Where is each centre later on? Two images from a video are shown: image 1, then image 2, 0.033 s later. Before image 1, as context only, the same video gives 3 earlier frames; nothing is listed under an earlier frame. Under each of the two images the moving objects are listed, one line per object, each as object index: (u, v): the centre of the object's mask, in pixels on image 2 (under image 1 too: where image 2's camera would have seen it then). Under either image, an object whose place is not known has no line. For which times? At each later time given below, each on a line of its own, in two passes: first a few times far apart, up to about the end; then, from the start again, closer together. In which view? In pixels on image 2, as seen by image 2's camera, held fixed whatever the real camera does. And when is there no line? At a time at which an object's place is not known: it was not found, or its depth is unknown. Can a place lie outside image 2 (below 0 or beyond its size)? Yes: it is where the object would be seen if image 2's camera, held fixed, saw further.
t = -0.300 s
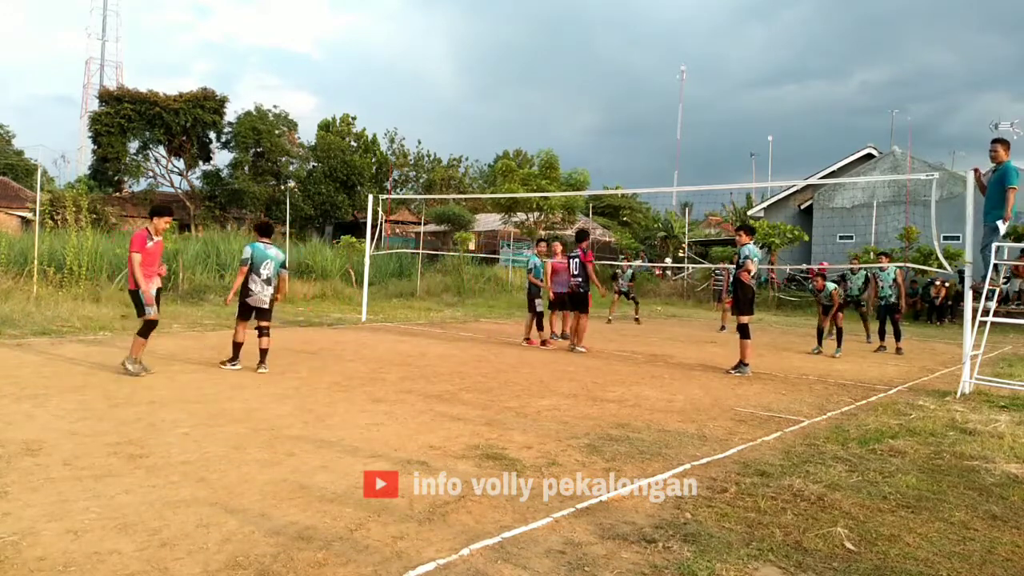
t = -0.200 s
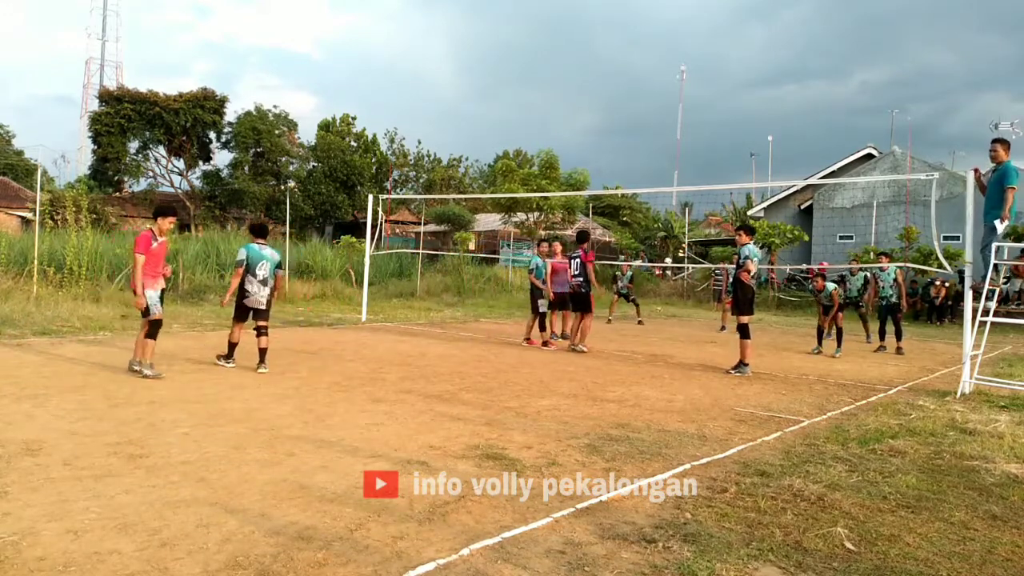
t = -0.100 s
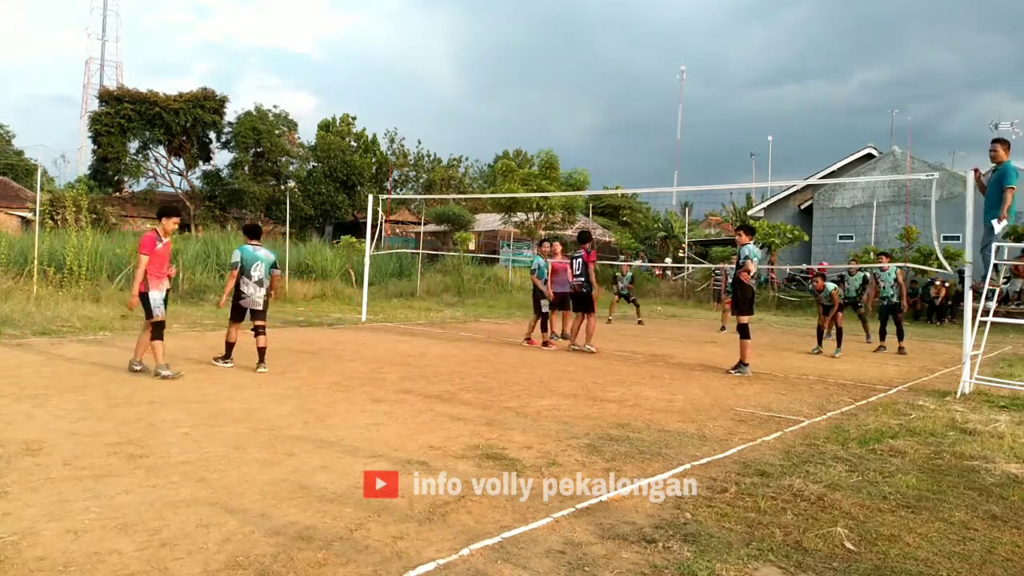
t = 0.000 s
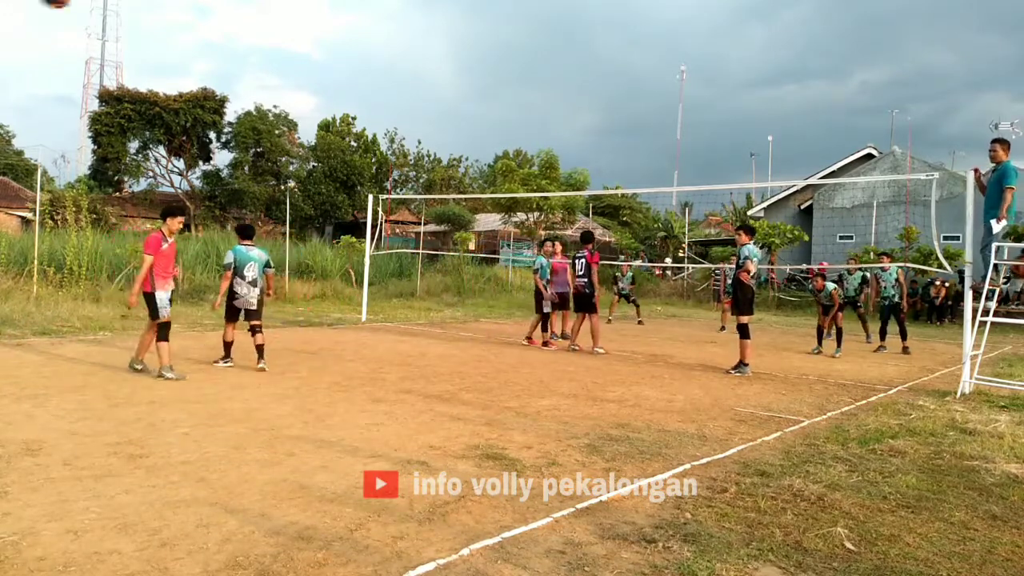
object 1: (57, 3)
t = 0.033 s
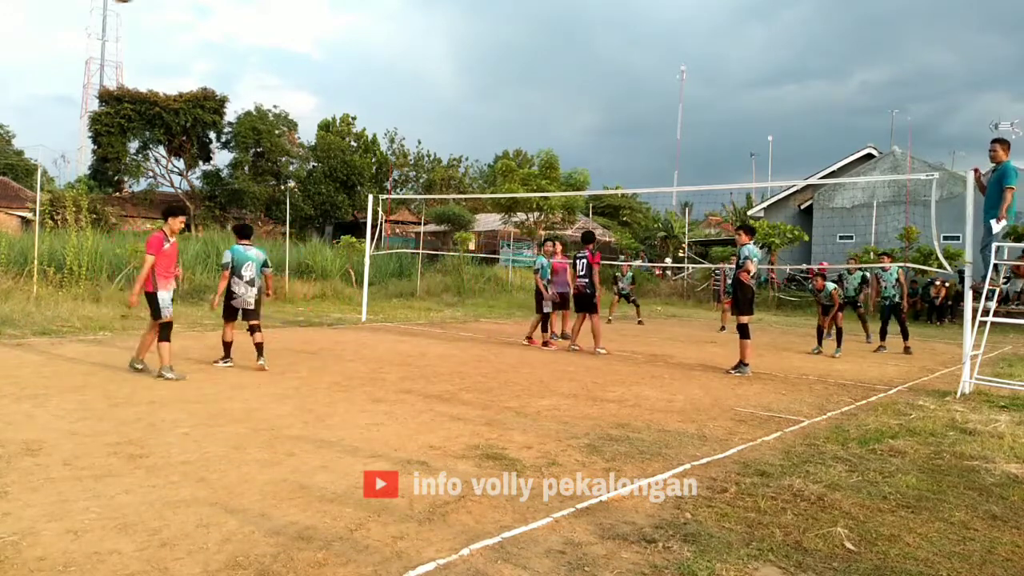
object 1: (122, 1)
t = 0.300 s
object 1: (460, 4)
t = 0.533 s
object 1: (610, 43)
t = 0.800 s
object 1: (718, 113)
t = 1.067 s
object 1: (791, 191)
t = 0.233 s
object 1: (399, 1)
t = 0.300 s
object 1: (460, 4)
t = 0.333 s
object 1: (487, 5)
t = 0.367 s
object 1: (511, 9)
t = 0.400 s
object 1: (534, 14)
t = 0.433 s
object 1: (555, 21)
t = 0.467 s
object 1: (575, 28)
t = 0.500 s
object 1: (593, 35)
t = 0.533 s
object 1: (610, 43)
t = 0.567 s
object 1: (627, 51)
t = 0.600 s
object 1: (642, 59)
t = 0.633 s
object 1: (656, 67)
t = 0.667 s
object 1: (670, 76)
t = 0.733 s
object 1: (695, 94)
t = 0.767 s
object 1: (706, 103)
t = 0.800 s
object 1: (718, 113)
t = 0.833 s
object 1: (728, 122)
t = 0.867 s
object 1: (737, 132)
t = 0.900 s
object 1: (747, 142)
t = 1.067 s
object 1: (791, 191)
